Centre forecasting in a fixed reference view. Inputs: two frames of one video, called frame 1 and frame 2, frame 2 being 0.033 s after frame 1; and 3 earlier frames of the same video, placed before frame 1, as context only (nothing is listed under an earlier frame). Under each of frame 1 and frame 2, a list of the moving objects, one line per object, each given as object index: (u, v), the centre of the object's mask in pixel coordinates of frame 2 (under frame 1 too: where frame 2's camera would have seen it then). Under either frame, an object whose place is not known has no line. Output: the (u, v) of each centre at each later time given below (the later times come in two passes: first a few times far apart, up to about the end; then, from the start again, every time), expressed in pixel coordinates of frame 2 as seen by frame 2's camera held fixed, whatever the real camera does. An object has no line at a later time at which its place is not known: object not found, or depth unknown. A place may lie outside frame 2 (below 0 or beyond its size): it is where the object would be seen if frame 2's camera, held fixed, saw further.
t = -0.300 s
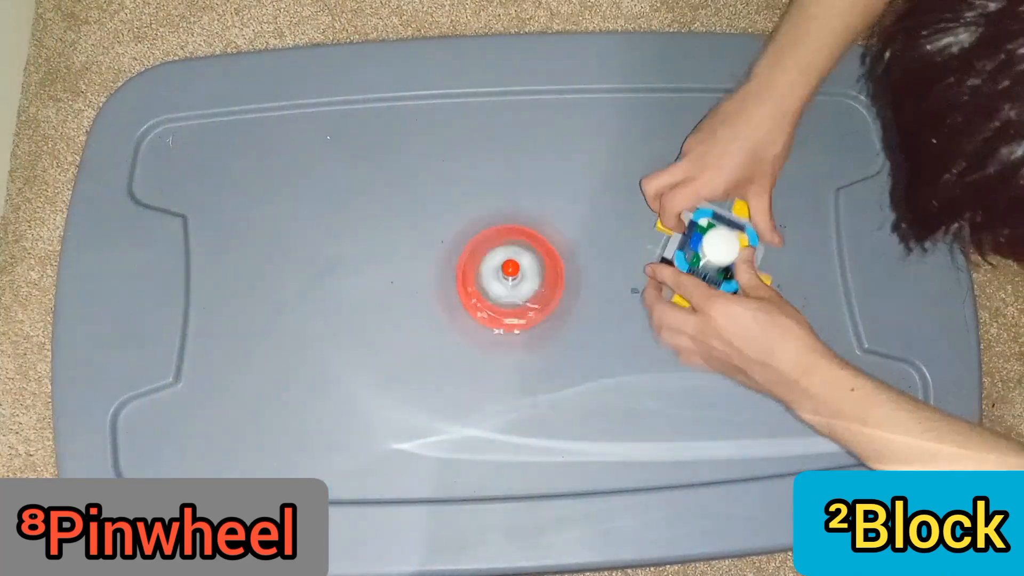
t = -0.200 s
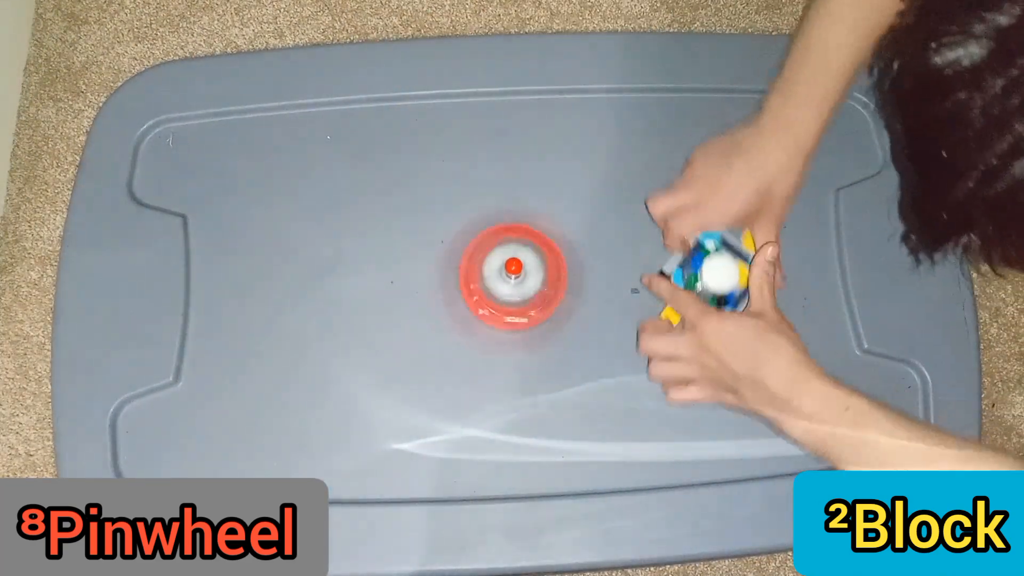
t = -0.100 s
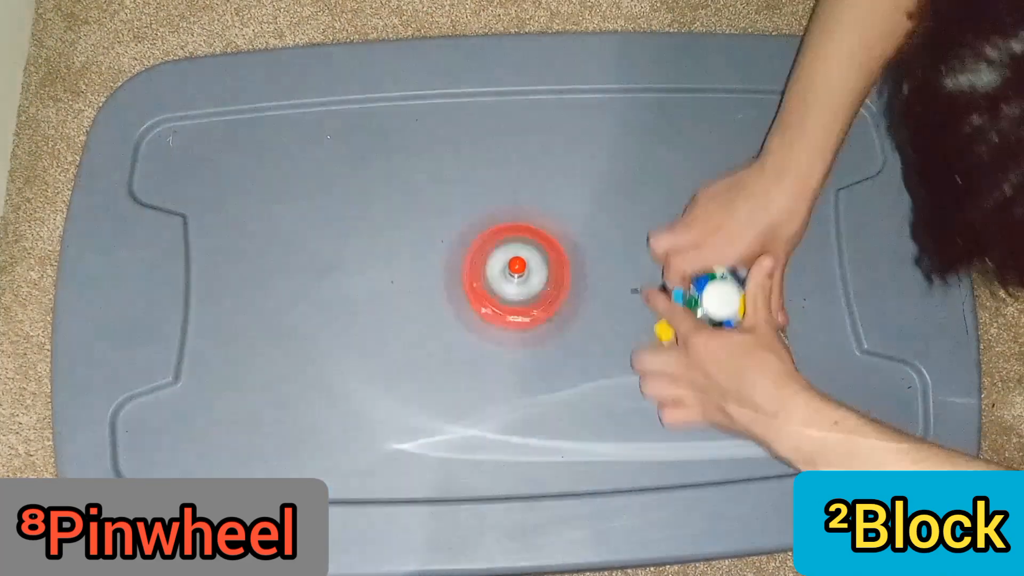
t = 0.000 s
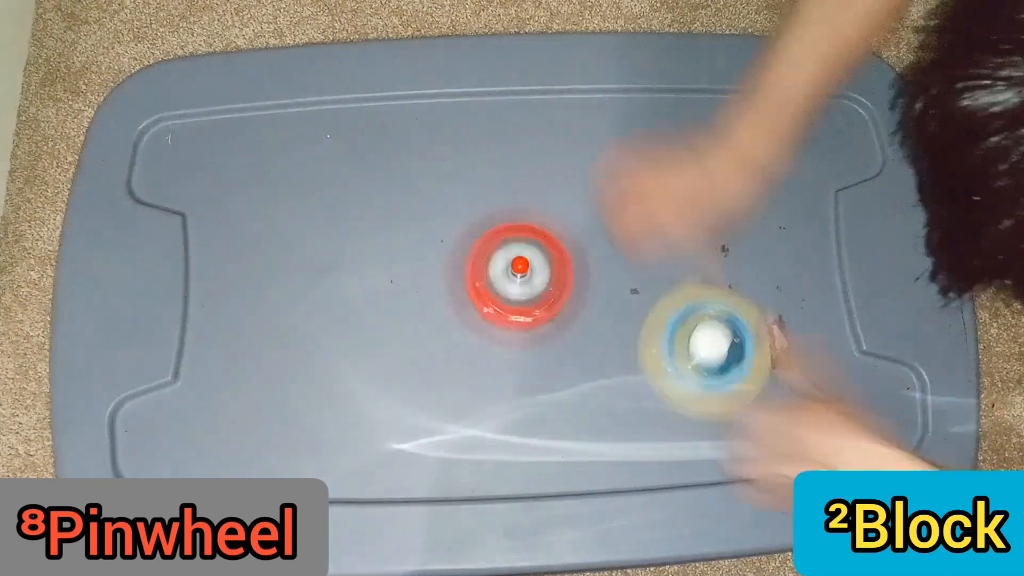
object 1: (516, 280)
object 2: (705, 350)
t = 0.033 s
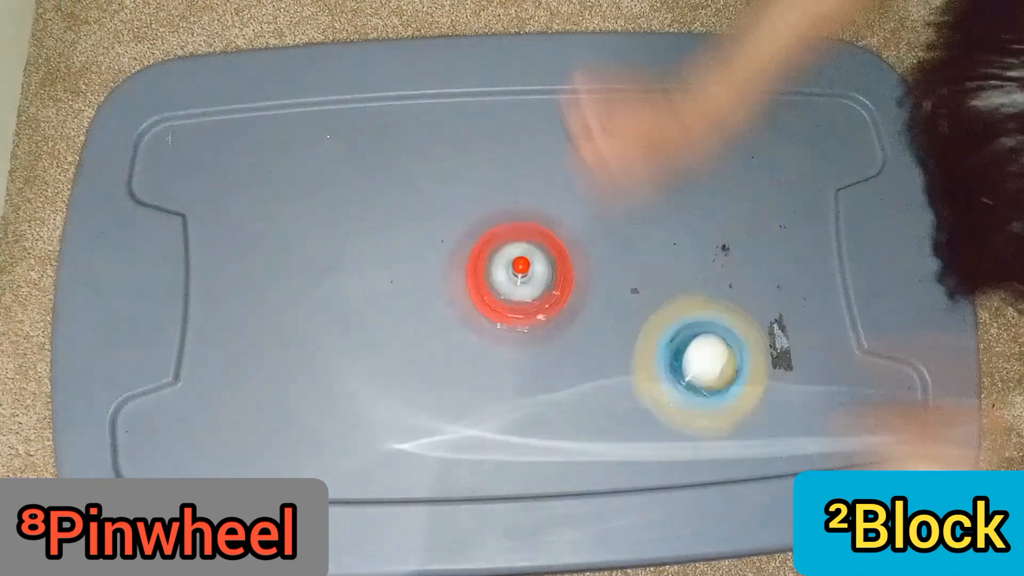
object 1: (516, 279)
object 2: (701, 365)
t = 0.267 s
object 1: (523, 281)
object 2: (651, 419)
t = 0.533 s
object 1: (528, 288)
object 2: (628, 400)
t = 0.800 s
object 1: (506, 276)
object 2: (640, 389)
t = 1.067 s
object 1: (505, 268)
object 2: (646, 378)
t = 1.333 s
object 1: (505, 267)
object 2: (639, 358)
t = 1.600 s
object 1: (504, 269)
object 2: (639, 339)
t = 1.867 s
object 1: (489, 276)
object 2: (641, 323)
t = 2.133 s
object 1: (484, 268)
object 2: (640, 312)
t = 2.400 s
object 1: (488, 262)
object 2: (629, 301)
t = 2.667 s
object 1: (411, 306)
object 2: (682, 263)
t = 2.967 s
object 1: (395, 317)
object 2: (696, 275)
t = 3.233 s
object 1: (396, 319)
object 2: (680, 288)
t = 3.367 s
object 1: (396, 320)
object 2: (674, 284)
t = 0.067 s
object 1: (517, 279)
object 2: (692, 381)
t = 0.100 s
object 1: (521, 279)
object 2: (683, 398)
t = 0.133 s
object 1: (521, 279)
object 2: (675, 408)
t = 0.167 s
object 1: (522, 280)
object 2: (668, 416)
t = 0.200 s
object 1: (523, 281)
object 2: (662, 419)
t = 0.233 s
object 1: (523, 282)
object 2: (656, 420)
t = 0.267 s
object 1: (523, 281)
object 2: (651, 419)
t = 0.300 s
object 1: (525, 283)
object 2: (648, 418)
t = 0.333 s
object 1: (526, 282)
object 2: (646, 416)
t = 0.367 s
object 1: (525, 283)
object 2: (643, 413)
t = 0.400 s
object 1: (526, 286)
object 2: (640, 411)
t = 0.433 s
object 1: (529, 286)
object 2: (637, 409)
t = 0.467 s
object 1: (528, 285)
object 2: (633, 406)
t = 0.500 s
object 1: (527, 287)
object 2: (631, 403)
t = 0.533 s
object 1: (528, 288)
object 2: (628, 400)
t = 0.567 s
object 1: (527, 287)
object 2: (625, 395)
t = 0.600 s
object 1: (525, 286)
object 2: (628, 394)
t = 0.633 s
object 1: (515, 283)
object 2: (631, 393)
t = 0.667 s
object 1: (511, 279)
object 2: (633, 393)
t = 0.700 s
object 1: (509, 281)
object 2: (636, 392)
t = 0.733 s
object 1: (508, 278)
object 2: (637, 391)
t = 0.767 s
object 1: (507, 276)
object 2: (640, 390)
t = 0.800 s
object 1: (506, 276)
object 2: (640, 389)
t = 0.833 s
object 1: (505, 275)
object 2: (642, 388)
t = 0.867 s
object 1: (506, 275)
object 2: (643, 387)
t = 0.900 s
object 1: (506, 271)
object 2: (644, 386)
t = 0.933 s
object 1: (504, 271)
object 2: (645, 384)
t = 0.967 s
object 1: (506, 272)
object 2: (646, 382)
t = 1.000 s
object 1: (504, 269)
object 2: (646, 381)
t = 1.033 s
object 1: (505, 269)
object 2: (646, 379)
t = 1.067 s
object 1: (505, 268)
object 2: (646, 378)
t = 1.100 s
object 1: (505, 268)
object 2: (646, 375)
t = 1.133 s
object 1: (505, 267)
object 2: (646, 374)
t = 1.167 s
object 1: (505, 267)
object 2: (645, 371)
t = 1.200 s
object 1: (505, 267)
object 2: (644, 369)
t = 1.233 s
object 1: (504, 267)
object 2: (643, 366)
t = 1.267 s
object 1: (505, 267)
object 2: (642, 364)
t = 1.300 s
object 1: (504, 266)
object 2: (641, 361)
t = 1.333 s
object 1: (505, 267)
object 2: (639, 358)
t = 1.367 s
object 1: (505, 267)
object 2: (638, 355)
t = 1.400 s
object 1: (505, 267)
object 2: (638, 352)
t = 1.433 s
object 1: (505, 267)
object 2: (637, 349)
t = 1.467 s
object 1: (505, 268)
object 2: (638, 347)
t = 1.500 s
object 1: (504, 268)
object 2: (638, 345)
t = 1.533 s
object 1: (504, 268)
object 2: (639, 343)
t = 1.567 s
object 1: (504, 269)
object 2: (639, 341)
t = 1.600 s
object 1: (504, 269)
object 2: (639, 339)
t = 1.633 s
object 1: (505, 270)
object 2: (639, 337)
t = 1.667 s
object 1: (505, 270)
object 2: (639, 335)
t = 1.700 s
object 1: (503, 271)
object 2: (639, 333)
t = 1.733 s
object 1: (503, 272)
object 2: (638, 330)
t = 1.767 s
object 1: (504, 273)
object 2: (637, 329)
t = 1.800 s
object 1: (504, 274)
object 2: (637, 327)
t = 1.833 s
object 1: (502, 275)
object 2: (638, 325)
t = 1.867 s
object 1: (489, 276)
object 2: (641, 323)
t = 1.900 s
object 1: (488, 278)
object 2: (642, 321)
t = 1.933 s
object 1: (484, 276)
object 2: (642, 320)
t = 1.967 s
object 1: (485, 276)
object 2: (642, 319)
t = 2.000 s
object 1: (484, 274)
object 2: (642, 318)
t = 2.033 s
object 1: (483, 272)
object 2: (642, 316)
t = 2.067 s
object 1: (485, 271)
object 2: (642, 315)
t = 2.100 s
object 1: (483, 270)
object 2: (641, 314)
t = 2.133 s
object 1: (484, 268)
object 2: (640, 312)
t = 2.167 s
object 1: (485, 269)
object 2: (639, 311)
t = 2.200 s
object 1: (485, 268)
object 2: (638, 310)
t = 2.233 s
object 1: (486, 267)
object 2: (637, 308)
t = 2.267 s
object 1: (486, 267)
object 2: (635, 307)
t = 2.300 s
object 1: (486, 264)
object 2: (633, 306)
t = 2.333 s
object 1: (488, 265)
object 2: (631, 304)
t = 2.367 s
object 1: (488, 265)
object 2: (630, 302)
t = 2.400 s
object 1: (488, 262)
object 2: (629, 301)
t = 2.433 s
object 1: (487, 265)
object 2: (628, 299)
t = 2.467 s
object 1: (490, 263)
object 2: (628, 298)
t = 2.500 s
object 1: (490, 261)
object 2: (628, 296)
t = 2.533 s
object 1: (484, 266)
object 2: (632, 292)
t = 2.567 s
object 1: (462, 276)
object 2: (649, 282)
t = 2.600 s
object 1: (441, 289)
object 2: (663, 274)
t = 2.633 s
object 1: (424, 299)
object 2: (674, 266)
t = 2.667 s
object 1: (411, 306)
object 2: (682, 263)
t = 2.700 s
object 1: (401, 312)
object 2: (688, 261)
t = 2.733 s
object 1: (395, 316)
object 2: (690, 262)
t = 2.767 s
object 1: (394, 318)
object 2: (693, 264)
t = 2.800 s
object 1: (394, 318)
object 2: (694, 265)
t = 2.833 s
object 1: (394, 318)
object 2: (695, 267)
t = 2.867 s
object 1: (394, 317)
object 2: (695, 270)
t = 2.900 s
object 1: (394, 317)
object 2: (696, 272)
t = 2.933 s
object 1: (395, 317)
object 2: (696, 273)
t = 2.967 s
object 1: (395, 317)
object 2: (696, 275)
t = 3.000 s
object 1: (395, 318)
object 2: (695, 278)
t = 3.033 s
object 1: (395, 318)
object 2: (694, 280)
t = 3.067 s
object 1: (396, 318)
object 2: (693, 283)
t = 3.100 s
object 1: (396, 318)
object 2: (691, 284)
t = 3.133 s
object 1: (396, 319)
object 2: (688, 286)
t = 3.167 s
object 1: (396, 319)
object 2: (685, 287)
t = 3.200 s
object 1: (396, 319)
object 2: (682, 288)
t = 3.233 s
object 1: (396, 319)
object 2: (680, 288)
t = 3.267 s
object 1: (396, 319)
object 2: (678, 287)
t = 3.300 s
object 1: (396, 319)
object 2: (675, 285)
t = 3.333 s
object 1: (396, 319)
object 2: (675, 285)
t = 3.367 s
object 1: (396, 320)
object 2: (674, 284)
